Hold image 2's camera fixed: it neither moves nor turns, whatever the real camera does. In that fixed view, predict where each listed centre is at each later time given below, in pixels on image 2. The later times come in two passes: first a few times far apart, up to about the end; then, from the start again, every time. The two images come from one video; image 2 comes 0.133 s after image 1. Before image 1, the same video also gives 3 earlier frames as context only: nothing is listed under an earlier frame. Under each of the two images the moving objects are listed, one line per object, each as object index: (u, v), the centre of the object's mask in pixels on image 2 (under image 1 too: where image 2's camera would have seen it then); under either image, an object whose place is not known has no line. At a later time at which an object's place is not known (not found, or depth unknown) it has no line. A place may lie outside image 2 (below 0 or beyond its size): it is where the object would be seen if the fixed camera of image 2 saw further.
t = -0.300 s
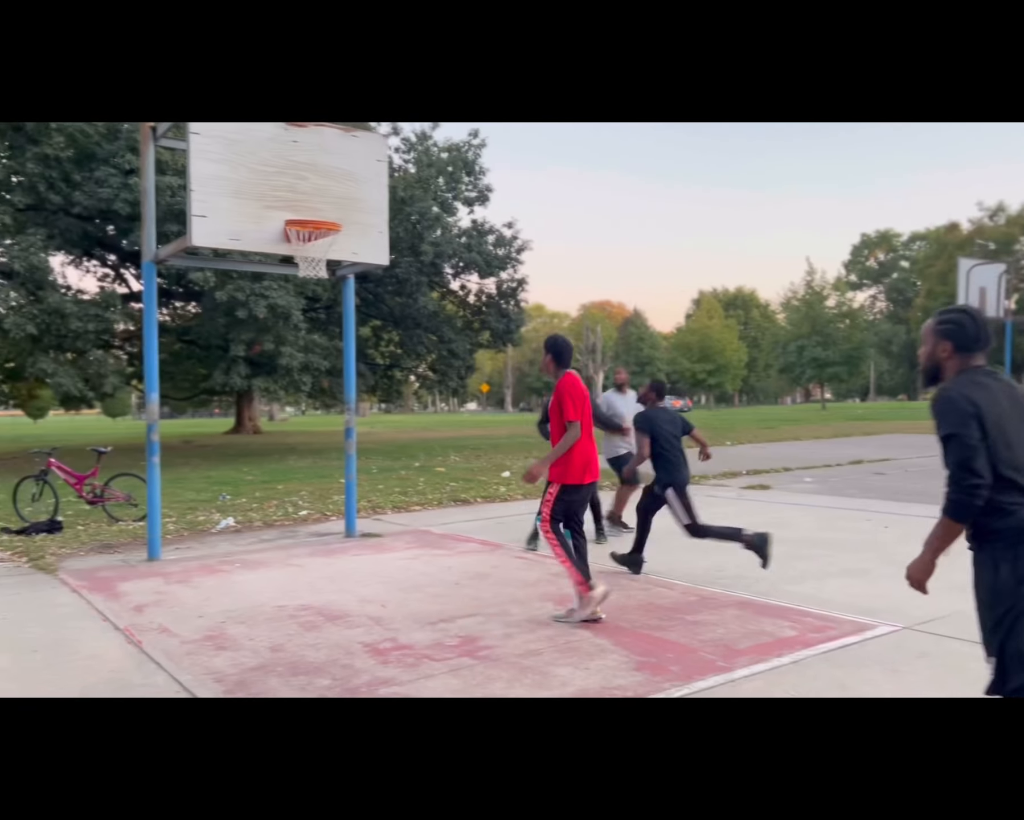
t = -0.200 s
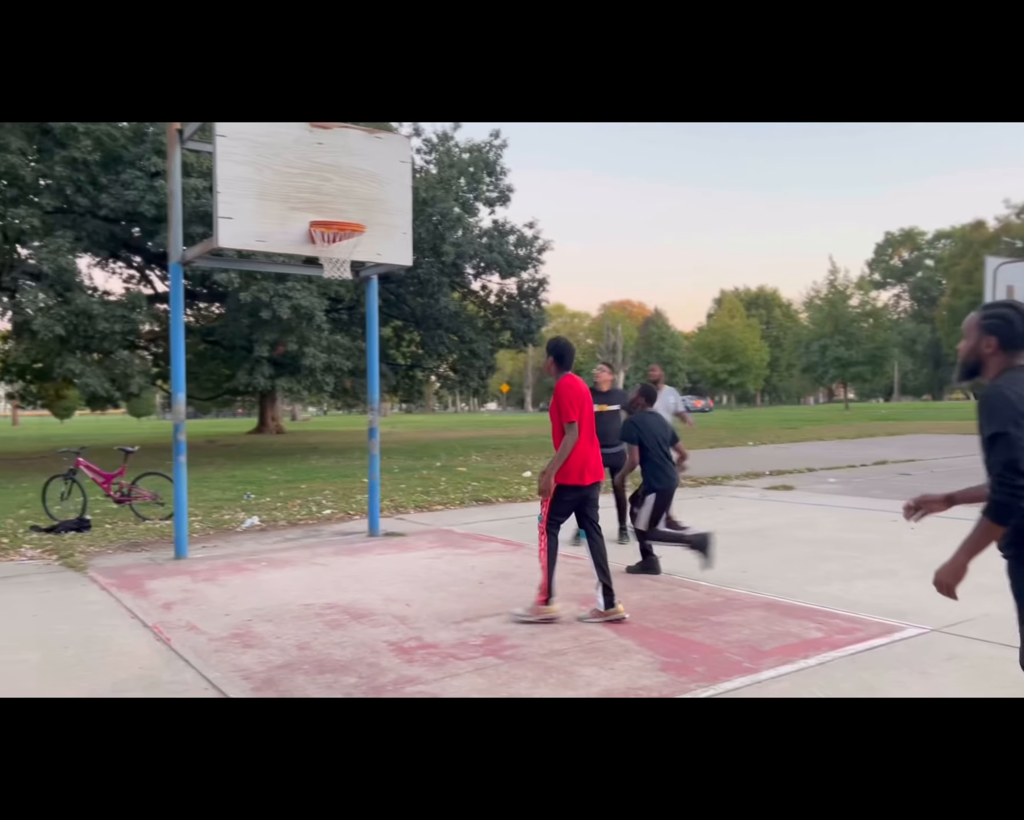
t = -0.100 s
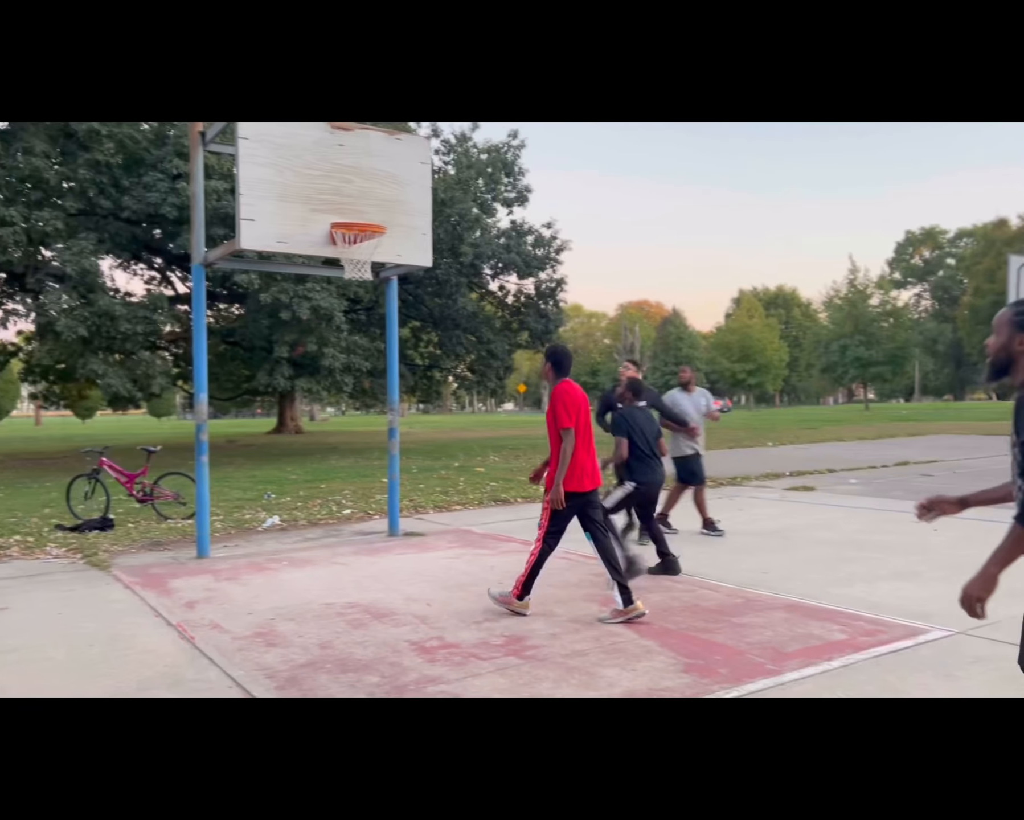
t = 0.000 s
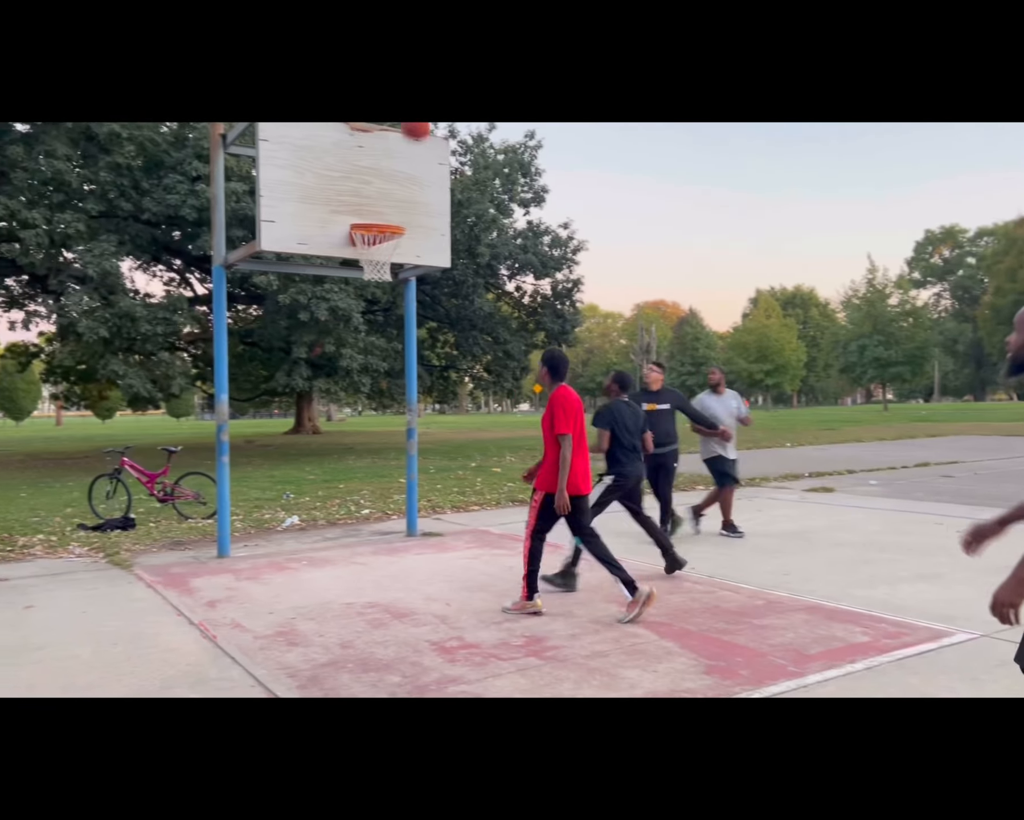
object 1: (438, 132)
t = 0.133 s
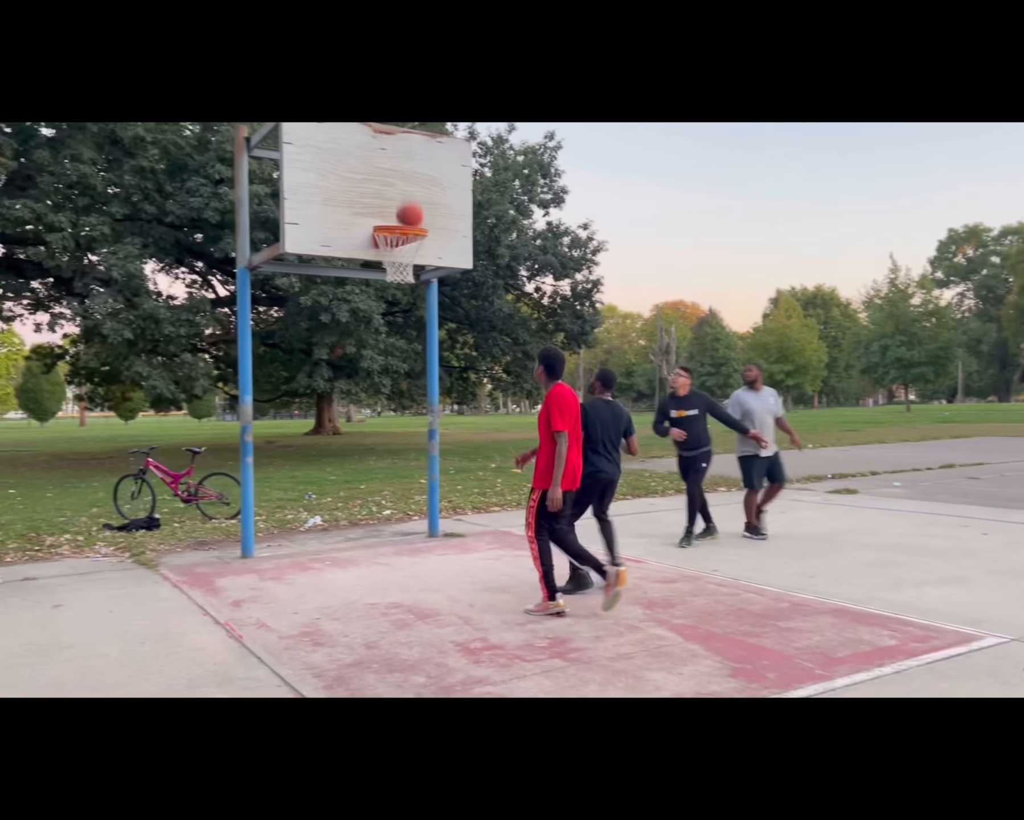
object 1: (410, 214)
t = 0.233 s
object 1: (396, 269)
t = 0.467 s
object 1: (380, 320)
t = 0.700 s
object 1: (367, 428)
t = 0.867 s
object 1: (355, 533)
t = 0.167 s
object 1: (408, 241)
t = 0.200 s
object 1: (400, 252)
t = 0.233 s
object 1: (396, 269)
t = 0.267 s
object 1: (392, 270)
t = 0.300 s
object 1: (390, 275)
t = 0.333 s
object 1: (388, 282)
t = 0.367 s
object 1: (386, 291)
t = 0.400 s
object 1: (384, 299)
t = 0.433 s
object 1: (382, 309)
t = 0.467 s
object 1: (380, 320)
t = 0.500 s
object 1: (378, 332)
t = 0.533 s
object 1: (376, 346)
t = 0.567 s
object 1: (374, 360)
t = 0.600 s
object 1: (372, 376)
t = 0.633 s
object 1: (370, 391)
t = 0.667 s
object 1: (368, 408)
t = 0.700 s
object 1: (367, 428)
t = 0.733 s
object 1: (364, 447)
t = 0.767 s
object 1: (362, 466)
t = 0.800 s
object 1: (359, 488)
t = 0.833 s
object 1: (357, 511)
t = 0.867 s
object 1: (355, 533)
